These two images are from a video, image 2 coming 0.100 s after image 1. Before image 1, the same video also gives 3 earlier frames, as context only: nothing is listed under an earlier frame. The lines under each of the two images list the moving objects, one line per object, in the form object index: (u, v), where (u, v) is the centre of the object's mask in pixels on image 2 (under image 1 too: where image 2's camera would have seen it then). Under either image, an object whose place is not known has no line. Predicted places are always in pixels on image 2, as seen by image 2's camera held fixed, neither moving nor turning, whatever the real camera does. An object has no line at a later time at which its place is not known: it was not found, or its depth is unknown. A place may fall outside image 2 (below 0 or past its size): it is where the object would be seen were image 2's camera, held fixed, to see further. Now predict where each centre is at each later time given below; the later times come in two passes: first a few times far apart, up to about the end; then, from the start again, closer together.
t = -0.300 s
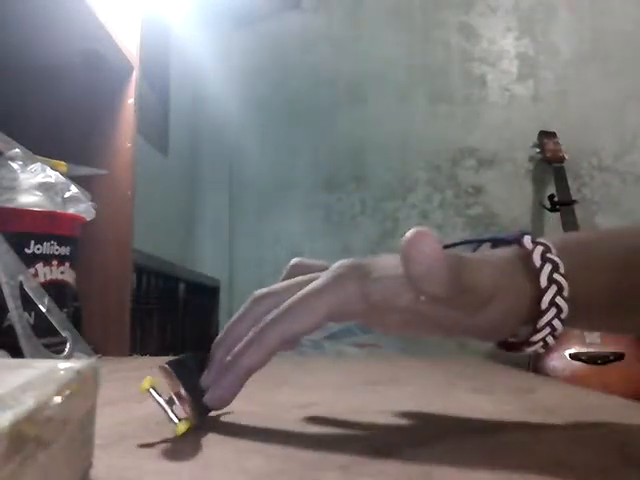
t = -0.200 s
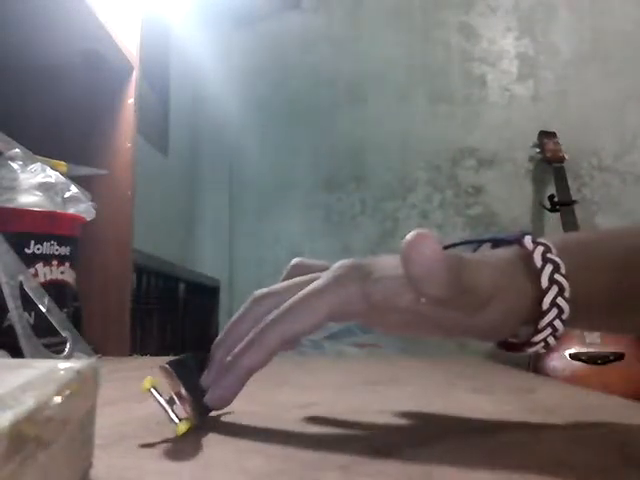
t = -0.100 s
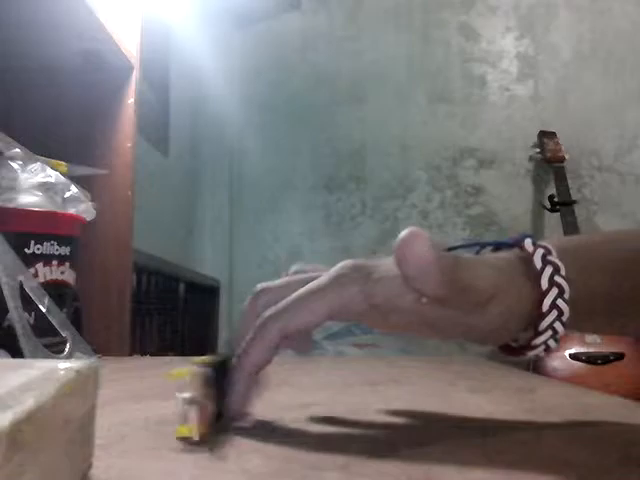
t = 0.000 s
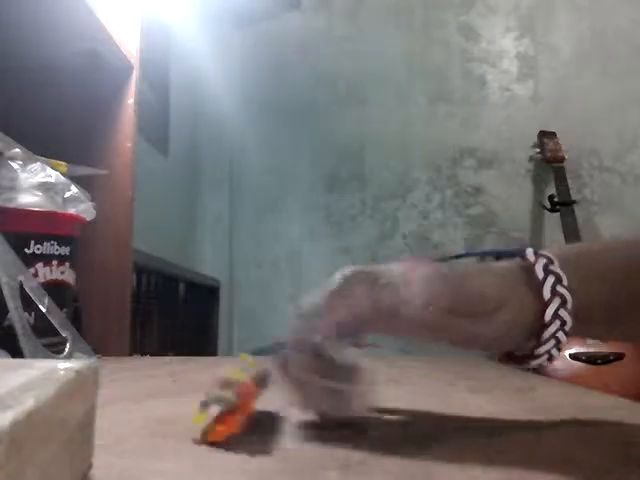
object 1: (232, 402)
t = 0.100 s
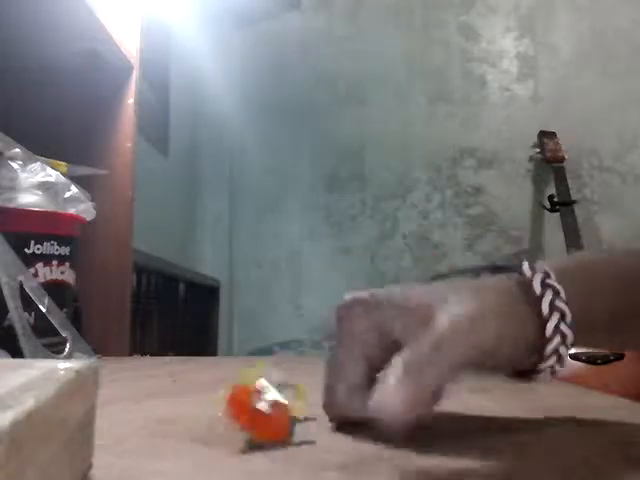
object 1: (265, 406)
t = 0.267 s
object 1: (261, 409)
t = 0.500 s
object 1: (258, 410)
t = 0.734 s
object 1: (248, 410)
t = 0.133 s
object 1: (271, 402)
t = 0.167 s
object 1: (273, 401)
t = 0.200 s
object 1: (273, 401)
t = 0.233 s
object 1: (268, 403)
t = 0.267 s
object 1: (261, 409)
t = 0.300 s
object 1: (249, 411)
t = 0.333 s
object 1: (239, 408)
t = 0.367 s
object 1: (235, 404)
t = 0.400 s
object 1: (235, 403)
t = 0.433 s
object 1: (238, 407)
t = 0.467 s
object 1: (247, 411)
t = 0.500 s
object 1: (258, 410)
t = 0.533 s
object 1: (262, 406)
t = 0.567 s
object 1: (259, 408)
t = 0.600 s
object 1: (250, 412)
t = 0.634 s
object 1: (244, 411)
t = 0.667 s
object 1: (240, 406)
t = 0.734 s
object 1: (248, 410)
